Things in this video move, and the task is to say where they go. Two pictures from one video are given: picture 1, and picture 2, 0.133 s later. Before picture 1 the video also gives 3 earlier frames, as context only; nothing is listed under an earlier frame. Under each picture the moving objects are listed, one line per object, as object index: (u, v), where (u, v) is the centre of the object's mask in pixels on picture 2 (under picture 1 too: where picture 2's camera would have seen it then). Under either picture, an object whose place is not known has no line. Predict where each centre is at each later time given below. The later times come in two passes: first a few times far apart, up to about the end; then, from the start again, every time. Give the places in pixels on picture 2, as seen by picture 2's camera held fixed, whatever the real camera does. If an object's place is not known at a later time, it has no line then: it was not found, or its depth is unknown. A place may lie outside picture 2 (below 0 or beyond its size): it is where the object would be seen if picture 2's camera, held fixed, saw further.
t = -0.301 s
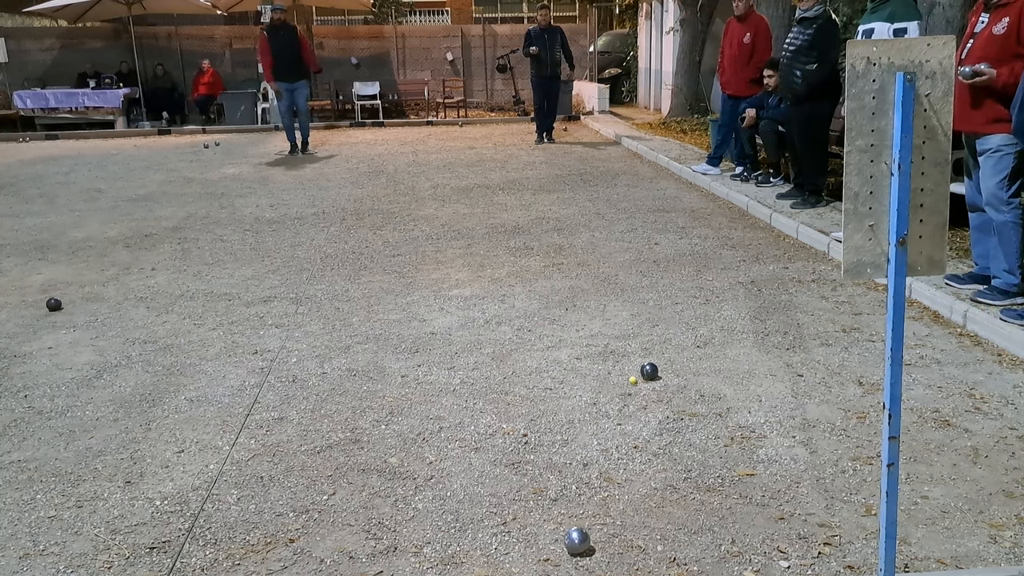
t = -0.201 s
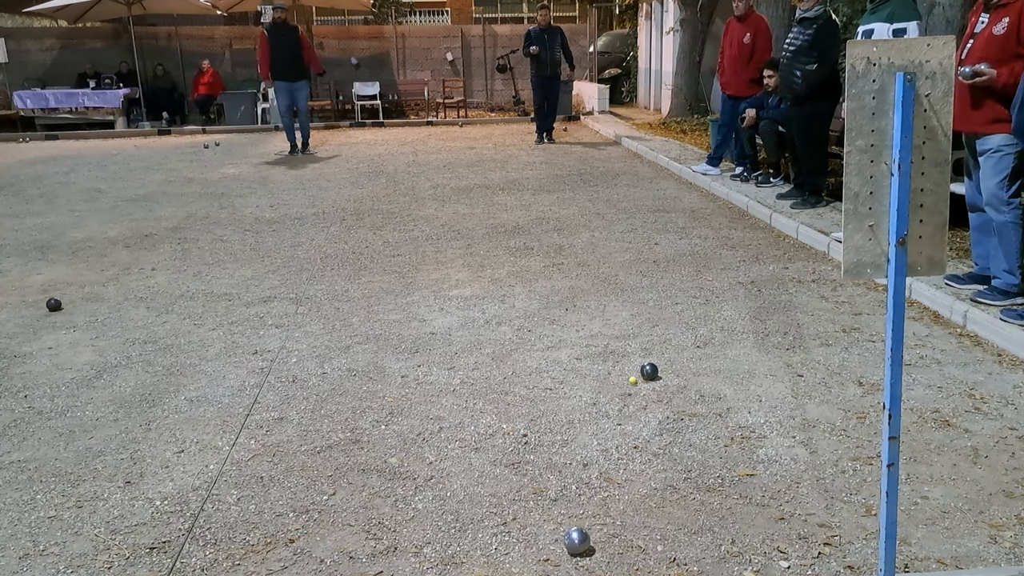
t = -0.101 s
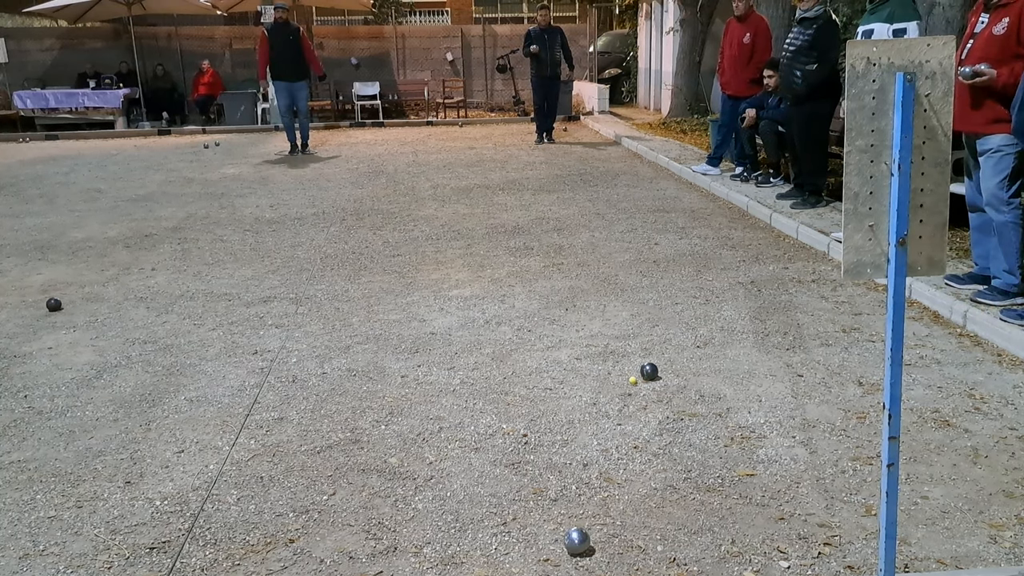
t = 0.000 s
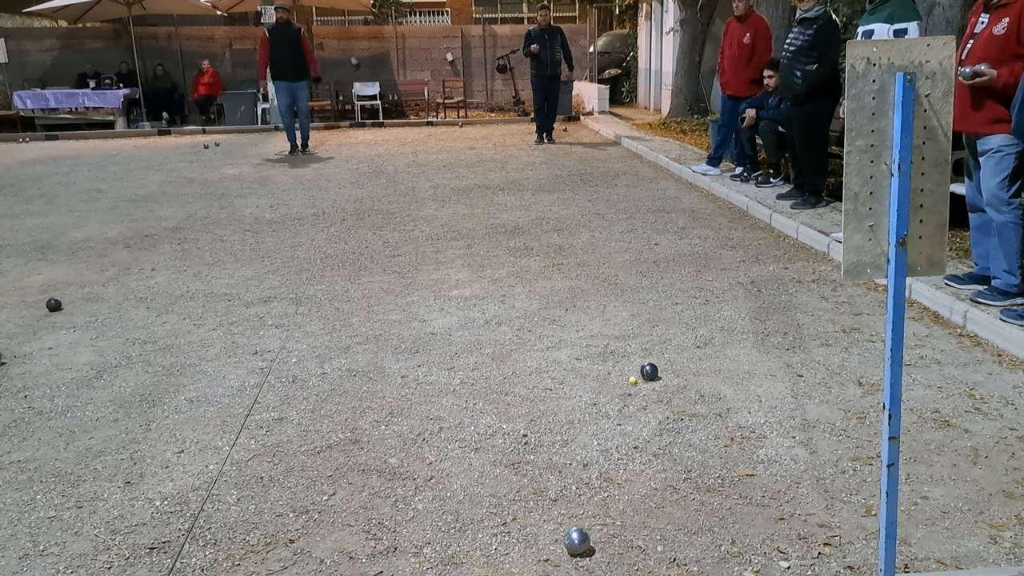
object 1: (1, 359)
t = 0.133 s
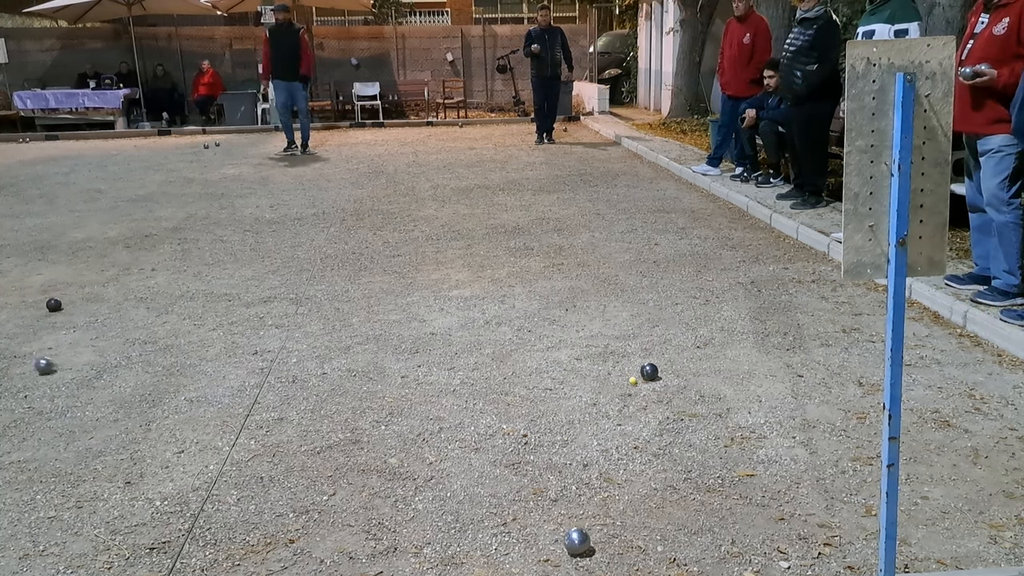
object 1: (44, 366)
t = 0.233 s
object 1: (79, 371)
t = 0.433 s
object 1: (148, 386)
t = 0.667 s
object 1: (233, 403)
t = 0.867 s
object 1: (302, 413)
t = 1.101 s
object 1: (371, 427)
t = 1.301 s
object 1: (422, 438)
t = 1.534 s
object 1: (472, 449)
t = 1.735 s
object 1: (509, 459)
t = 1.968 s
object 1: (536, 467)
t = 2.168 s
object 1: (547, 476)
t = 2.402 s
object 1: (556, 484)
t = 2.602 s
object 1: (564, 493)
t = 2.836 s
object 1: (563, 498)
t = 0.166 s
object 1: (56, 366)
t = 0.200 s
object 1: (67, 367)
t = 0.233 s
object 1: (79, 371)
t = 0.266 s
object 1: (91, 374)
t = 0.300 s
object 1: (102, 375)
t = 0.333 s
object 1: (114, 378)
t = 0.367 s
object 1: (125, 379)
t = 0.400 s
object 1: (136, 382)
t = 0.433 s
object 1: (148, 386)
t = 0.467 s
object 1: (161, 389)
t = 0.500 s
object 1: (172, 390)
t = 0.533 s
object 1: (184, 392)
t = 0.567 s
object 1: (197, 395)
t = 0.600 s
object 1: (208, 398)
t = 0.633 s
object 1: (221, 400)
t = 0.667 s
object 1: (233, 403)
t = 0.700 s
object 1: (244, 405)
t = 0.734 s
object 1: (256, 404)
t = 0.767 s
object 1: (267, 405)
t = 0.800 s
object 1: (278, 409)
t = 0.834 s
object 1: (291, 414)
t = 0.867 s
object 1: (302, 413)
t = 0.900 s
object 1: (311, 413)
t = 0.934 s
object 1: (322, 417)
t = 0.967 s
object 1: (333, 421)
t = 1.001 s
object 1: (342, 421)
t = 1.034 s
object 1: (352, 424)
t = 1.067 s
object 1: (362, 427)
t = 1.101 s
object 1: (371, 427)
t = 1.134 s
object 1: (380, 430)
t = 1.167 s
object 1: (389, 430)
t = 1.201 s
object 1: (397, 432)
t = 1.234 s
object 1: (406, 435)
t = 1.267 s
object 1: (414, 437)
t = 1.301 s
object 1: (422, 438)
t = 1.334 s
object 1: (430, 439)
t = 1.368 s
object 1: (437, 442)
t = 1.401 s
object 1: (444, 444)
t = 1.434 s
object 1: (451, 445)
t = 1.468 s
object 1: (458, 446)
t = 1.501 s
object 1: (465, 448)
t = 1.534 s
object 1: (472, 449)
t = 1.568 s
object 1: (479, 451)
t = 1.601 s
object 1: (485, 452)
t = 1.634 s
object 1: (492, 454)
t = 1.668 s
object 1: (498, 456)
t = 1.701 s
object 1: (503, 458)
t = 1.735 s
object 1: (509, 459)
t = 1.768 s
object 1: (514, 459)
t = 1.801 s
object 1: (518, 461)
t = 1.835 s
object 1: (523, 462)
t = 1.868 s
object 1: (527, 464)
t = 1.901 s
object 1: (530, 464)
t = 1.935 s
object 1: (533, 466)
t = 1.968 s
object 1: (536, 467)
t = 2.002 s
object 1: (539, 468)
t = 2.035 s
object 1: (541, 470)
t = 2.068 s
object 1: (543, 471)
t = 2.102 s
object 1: (544, 474)
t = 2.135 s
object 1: (545, 474)
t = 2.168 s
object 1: (547, 476)
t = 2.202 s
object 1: (549, 477)
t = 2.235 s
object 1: (551, 478)
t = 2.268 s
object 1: (552, 479)
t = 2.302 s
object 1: (554, 480)
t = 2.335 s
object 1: (555, 481)
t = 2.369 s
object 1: (555, 482)
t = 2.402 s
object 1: (556, 484)
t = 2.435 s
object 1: (557, 485)
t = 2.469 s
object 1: (559, 486)
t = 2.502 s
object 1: (561, 488)
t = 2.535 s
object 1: (562, 489)
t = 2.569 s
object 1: (563, 491)
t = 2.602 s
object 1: (564, 493)
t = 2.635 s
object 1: (564, 493)
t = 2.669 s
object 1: (563, 494)
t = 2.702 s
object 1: (563, 495)
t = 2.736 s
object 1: (563, 496)
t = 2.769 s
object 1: (563, 496)
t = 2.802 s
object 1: (563, 497)
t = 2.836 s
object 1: (563, 498)
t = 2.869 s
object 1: (563, 499)
